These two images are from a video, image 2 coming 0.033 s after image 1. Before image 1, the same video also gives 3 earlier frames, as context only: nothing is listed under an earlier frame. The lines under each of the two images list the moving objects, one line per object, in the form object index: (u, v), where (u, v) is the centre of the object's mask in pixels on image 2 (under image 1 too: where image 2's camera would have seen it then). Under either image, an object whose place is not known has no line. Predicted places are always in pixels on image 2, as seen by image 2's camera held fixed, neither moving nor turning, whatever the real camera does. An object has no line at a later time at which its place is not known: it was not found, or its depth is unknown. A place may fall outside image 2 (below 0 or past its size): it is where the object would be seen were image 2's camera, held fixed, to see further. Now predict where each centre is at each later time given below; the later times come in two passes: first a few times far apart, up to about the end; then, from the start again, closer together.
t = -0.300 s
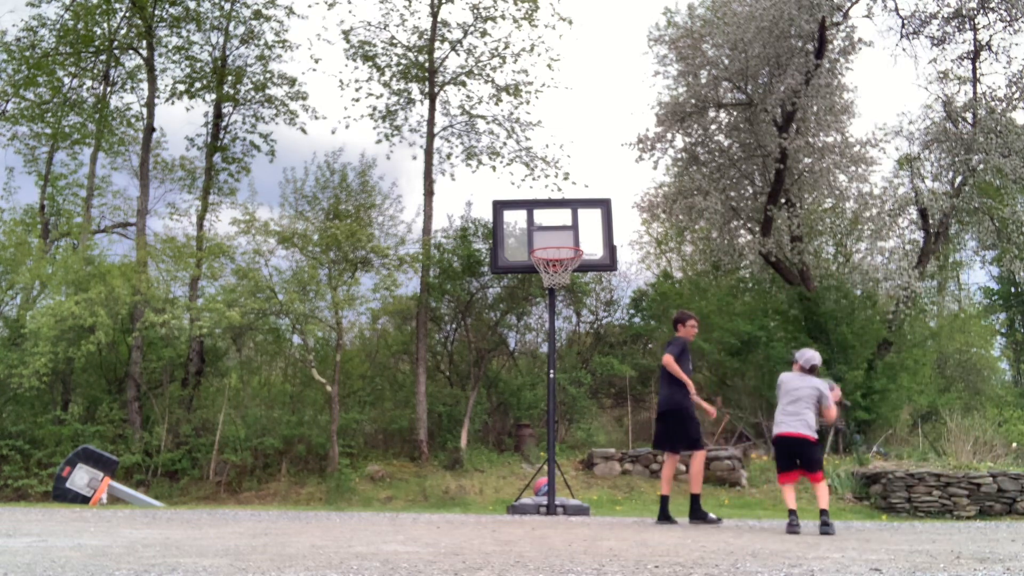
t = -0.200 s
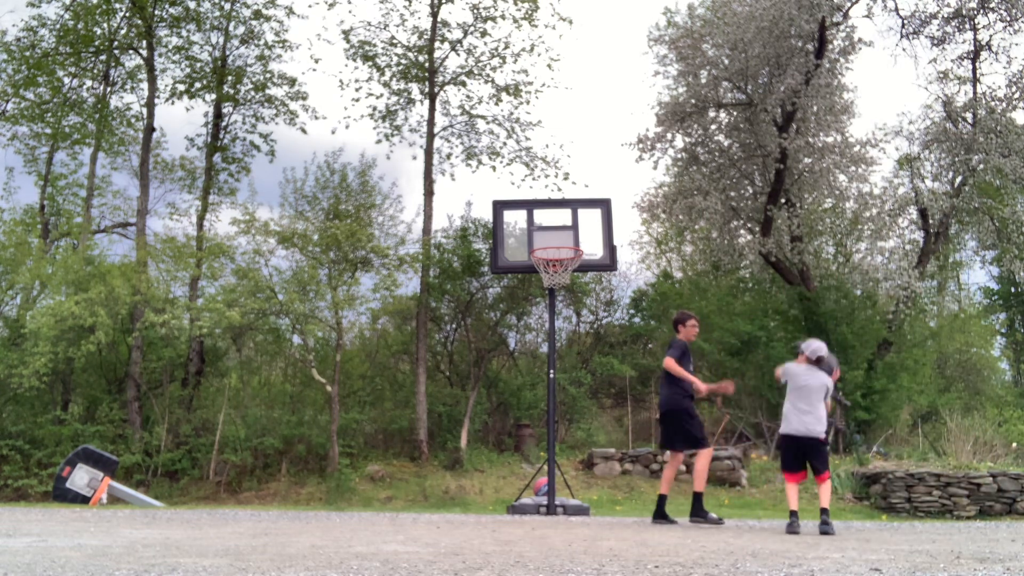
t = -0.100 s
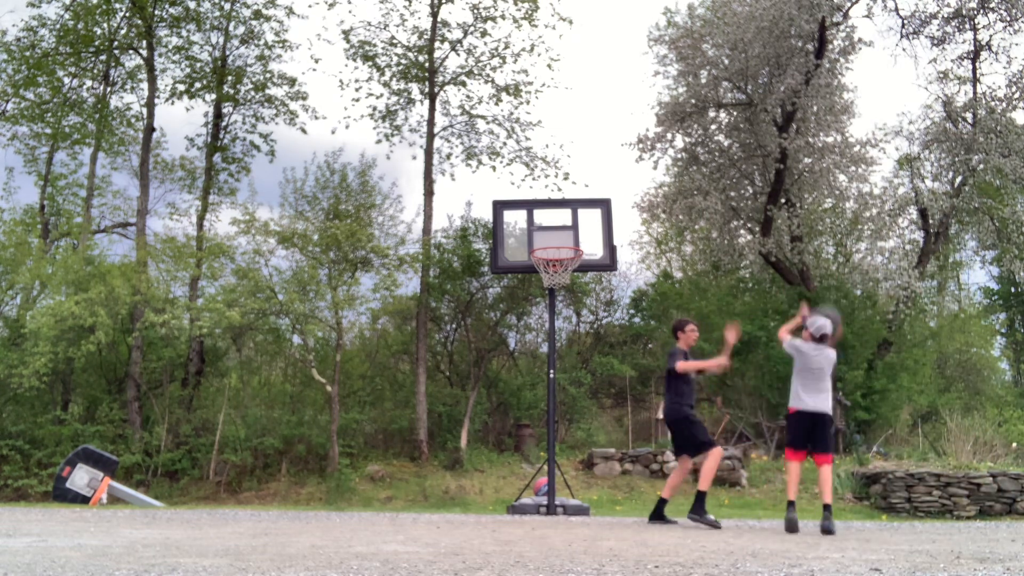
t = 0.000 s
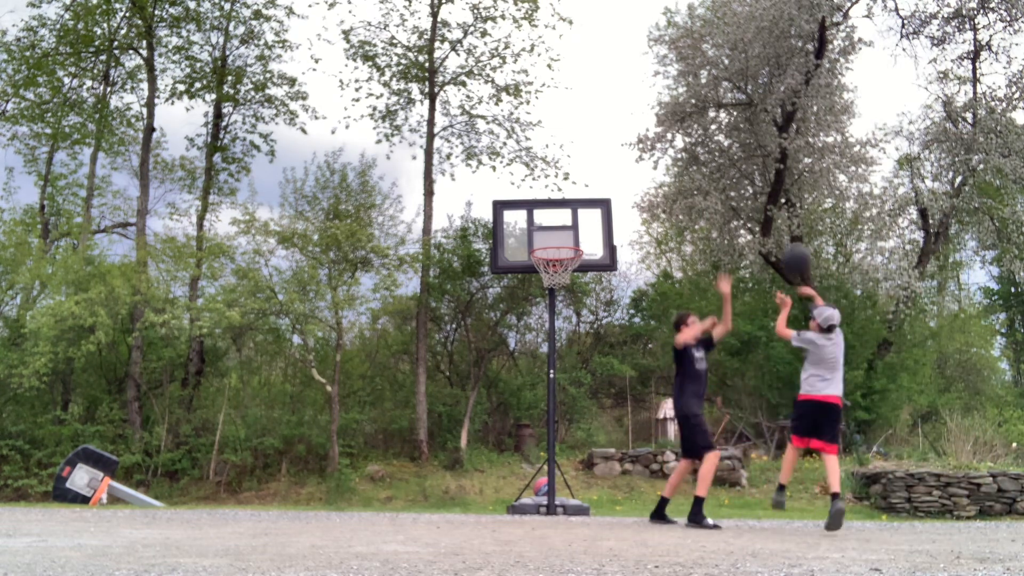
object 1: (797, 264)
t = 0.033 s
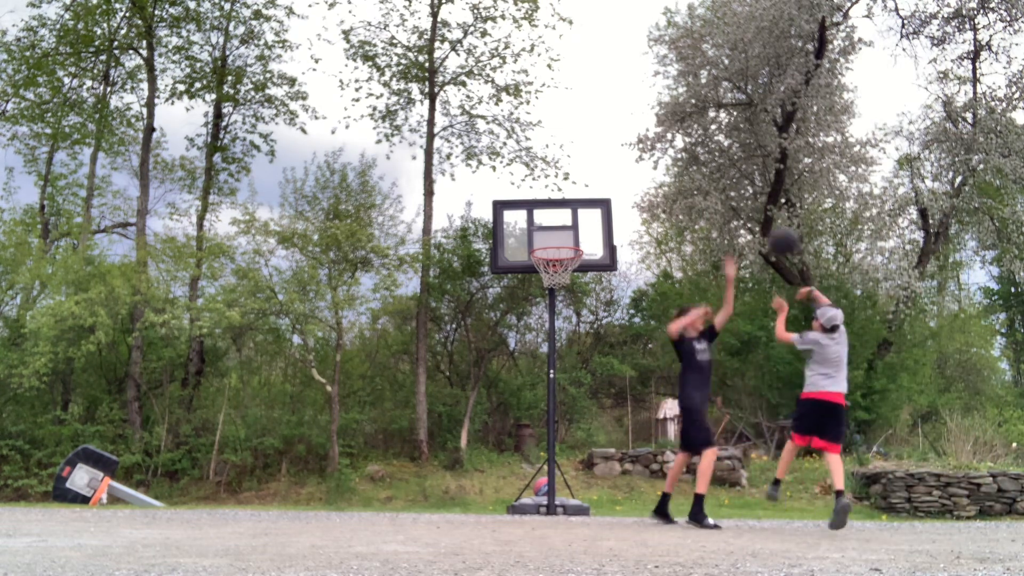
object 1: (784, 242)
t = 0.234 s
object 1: (713, 168)
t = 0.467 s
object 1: (646, 144)
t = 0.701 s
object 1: (587, 175)
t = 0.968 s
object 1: (538, 240)
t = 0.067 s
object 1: (771, 226)
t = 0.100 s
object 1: (759, 210)
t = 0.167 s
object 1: (735, 187)
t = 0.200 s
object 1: (724, 177)
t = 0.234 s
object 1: (713, 168)
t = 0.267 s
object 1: (702, 161)
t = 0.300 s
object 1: (693, 156)
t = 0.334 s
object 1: (683, 150)
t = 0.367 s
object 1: (673, 148)
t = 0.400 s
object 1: (663, 144)
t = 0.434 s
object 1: (654, 144)
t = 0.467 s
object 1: (646, 144)
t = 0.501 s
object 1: (637, 145)
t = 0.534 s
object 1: (628, 148)
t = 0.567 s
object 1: (620, 151)
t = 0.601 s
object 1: (611, 156)
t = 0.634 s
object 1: (603, 161)
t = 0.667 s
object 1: (595, 167)
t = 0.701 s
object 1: (587, 175)
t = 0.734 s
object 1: (579, 183)
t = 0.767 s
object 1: (571, 193)
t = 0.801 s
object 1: (564, 202)
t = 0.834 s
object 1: (556, 213)
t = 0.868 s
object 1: (548, 227)
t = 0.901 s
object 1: (543, 237)
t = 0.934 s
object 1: (539, 243)
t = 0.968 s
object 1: (538, 240)
